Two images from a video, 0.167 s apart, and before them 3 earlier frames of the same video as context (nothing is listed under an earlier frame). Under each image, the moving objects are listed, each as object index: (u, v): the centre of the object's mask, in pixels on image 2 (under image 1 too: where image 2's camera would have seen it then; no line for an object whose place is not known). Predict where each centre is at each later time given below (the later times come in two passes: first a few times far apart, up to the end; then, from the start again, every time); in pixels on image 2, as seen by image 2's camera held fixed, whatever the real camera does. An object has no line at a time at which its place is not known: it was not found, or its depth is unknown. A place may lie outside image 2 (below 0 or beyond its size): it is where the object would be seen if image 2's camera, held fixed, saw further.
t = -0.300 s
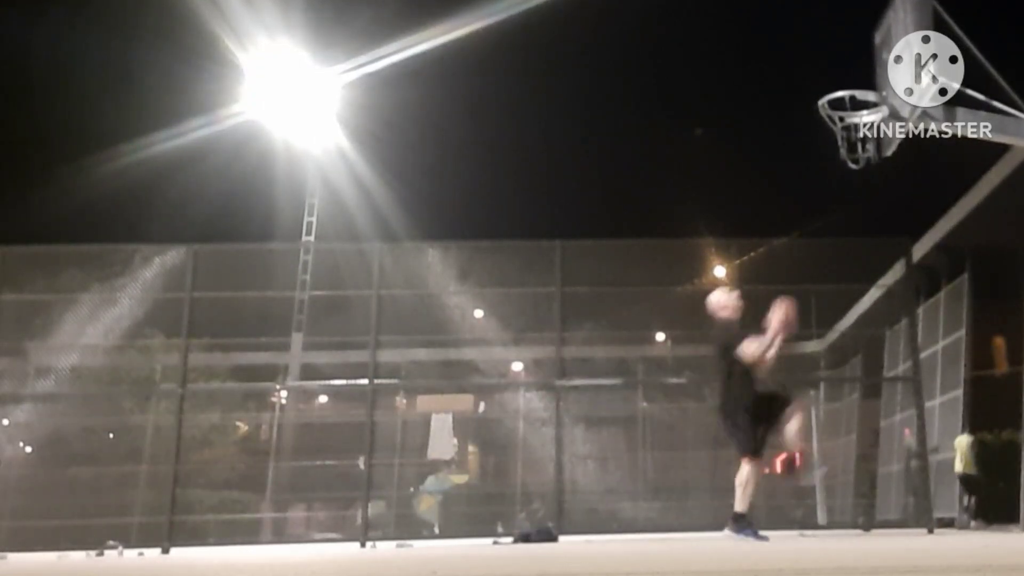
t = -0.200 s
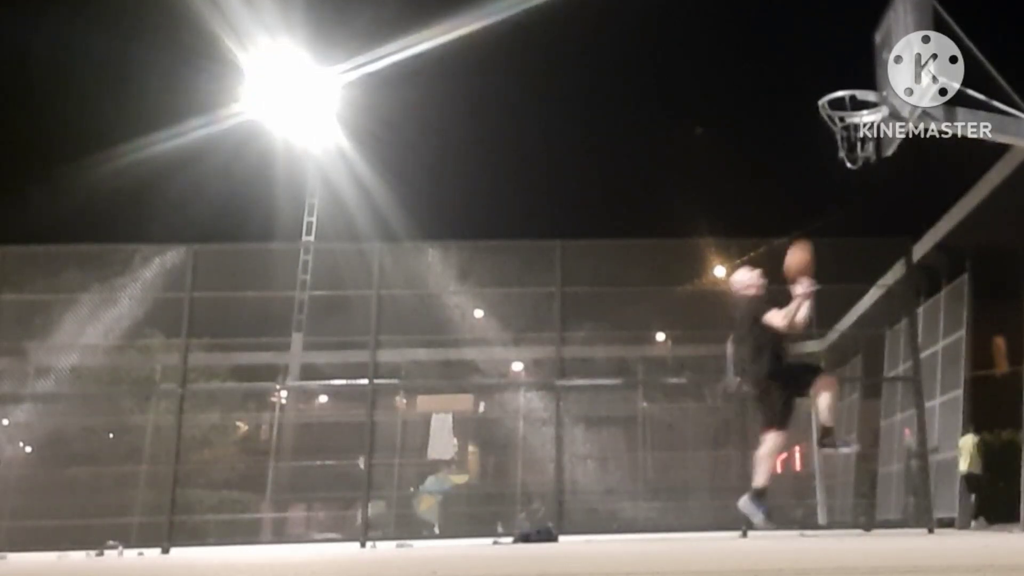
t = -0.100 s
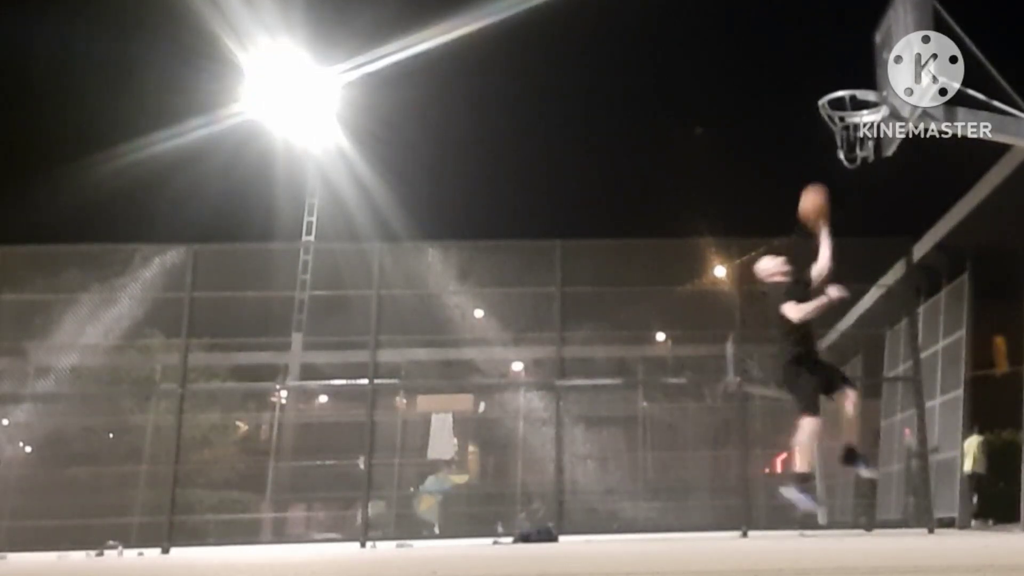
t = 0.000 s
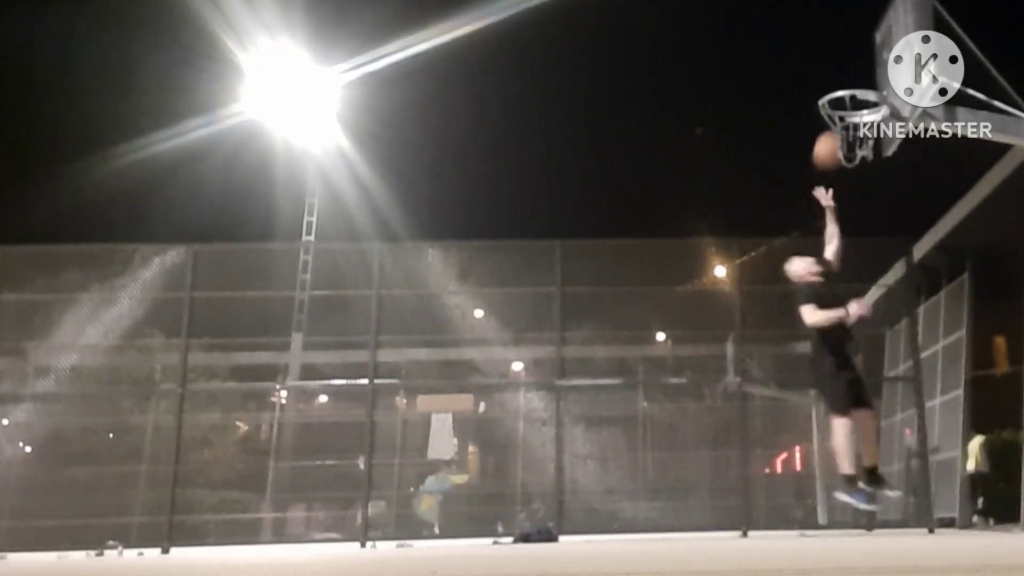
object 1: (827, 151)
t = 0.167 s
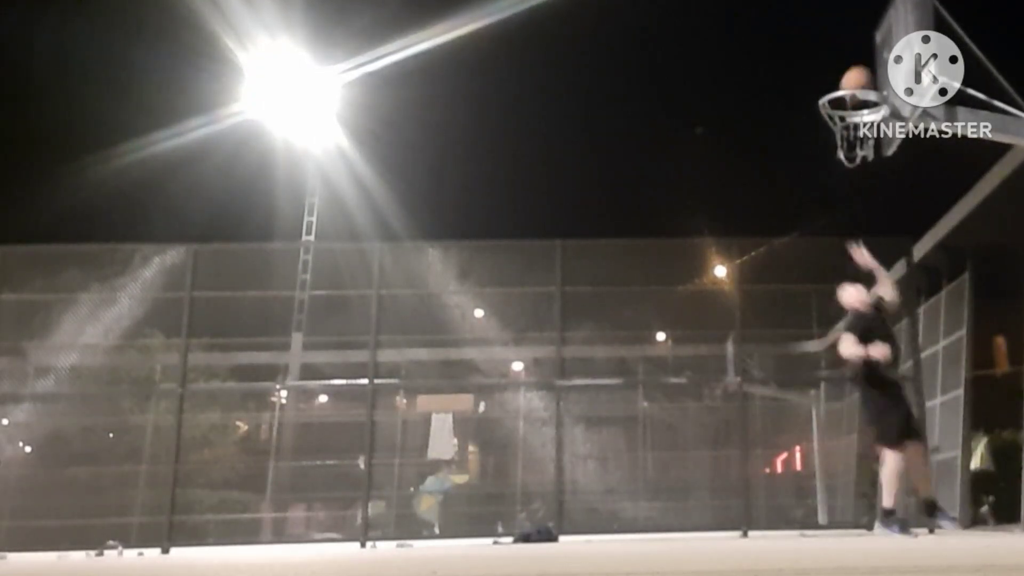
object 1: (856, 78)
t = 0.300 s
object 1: (876, 55)
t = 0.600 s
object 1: (846, 89)
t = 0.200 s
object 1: (861, 73)
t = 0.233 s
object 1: (866, 67)
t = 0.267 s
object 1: (872, 61)
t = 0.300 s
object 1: (876, 55)
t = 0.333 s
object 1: (875, 54)
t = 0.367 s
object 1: (871, 54)
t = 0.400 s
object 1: (867, 55)
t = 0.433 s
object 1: (864, 57)
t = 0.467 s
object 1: (860, 61)
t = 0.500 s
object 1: (857, 66)
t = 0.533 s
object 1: (854, 71)
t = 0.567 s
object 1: (851, 76)
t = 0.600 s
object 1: (846, 89)
